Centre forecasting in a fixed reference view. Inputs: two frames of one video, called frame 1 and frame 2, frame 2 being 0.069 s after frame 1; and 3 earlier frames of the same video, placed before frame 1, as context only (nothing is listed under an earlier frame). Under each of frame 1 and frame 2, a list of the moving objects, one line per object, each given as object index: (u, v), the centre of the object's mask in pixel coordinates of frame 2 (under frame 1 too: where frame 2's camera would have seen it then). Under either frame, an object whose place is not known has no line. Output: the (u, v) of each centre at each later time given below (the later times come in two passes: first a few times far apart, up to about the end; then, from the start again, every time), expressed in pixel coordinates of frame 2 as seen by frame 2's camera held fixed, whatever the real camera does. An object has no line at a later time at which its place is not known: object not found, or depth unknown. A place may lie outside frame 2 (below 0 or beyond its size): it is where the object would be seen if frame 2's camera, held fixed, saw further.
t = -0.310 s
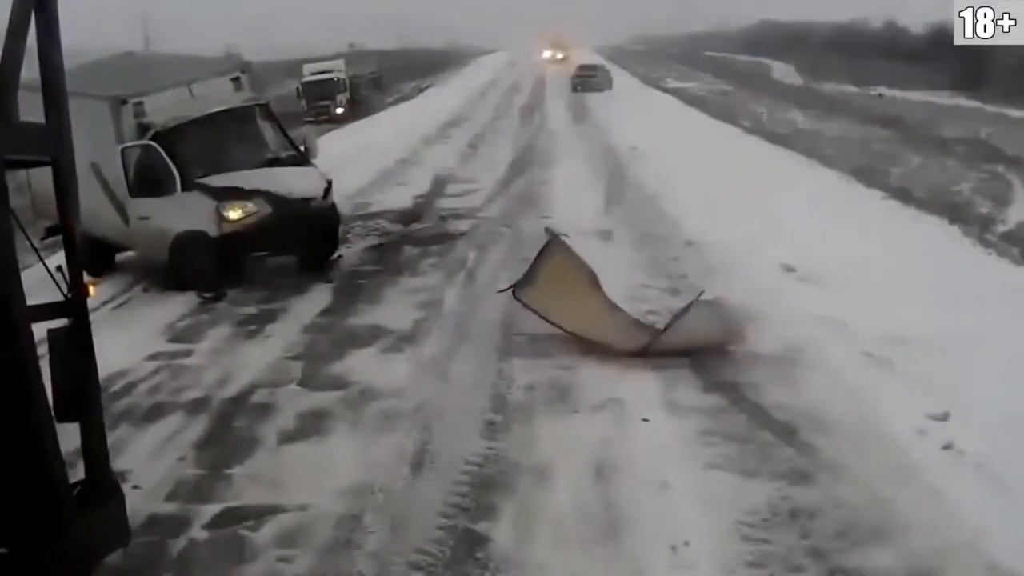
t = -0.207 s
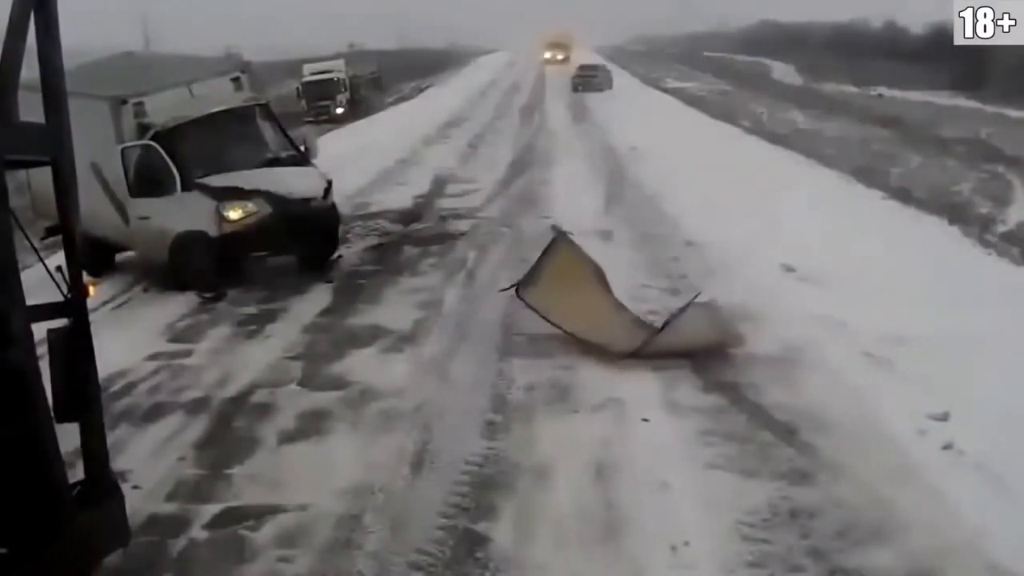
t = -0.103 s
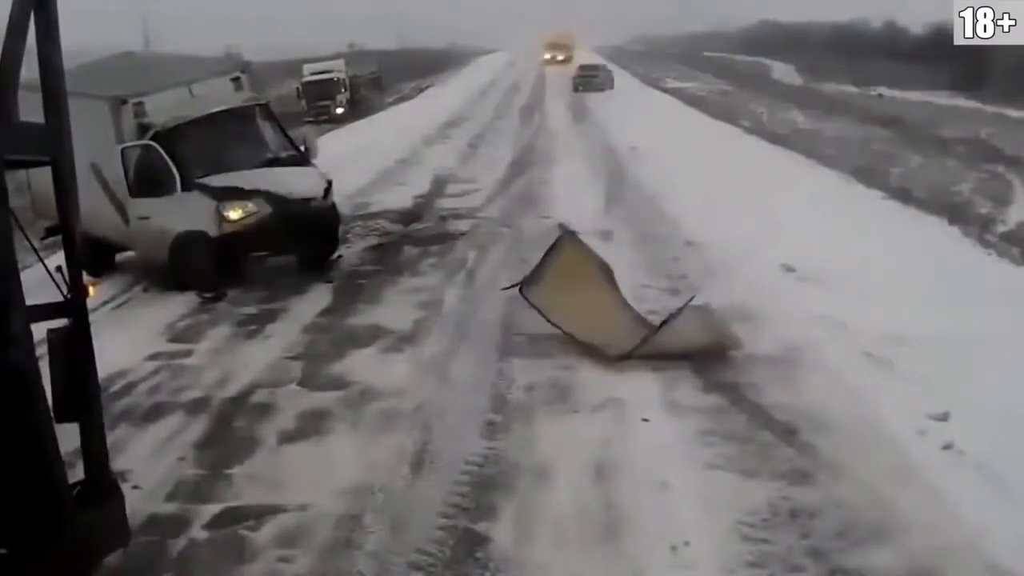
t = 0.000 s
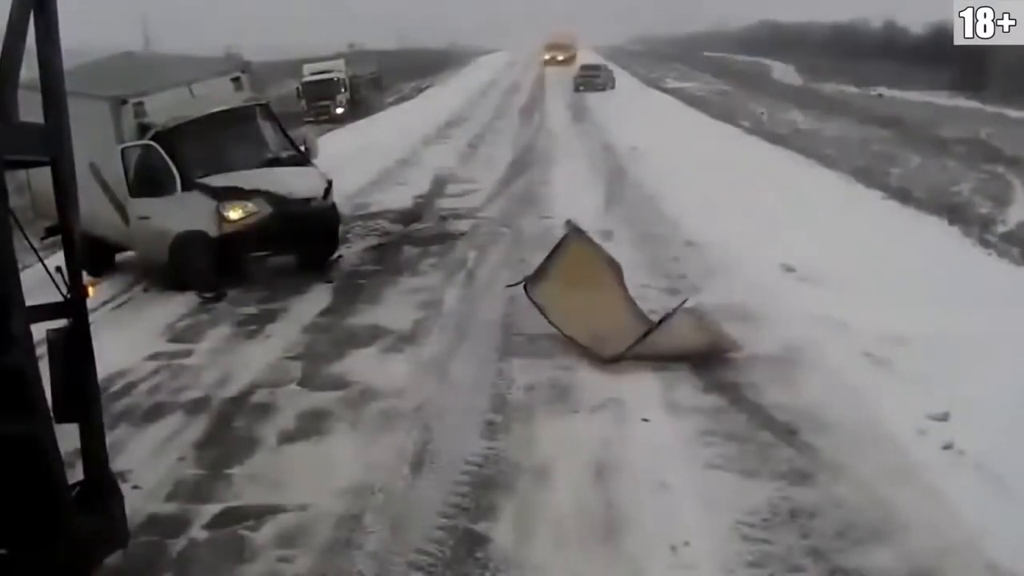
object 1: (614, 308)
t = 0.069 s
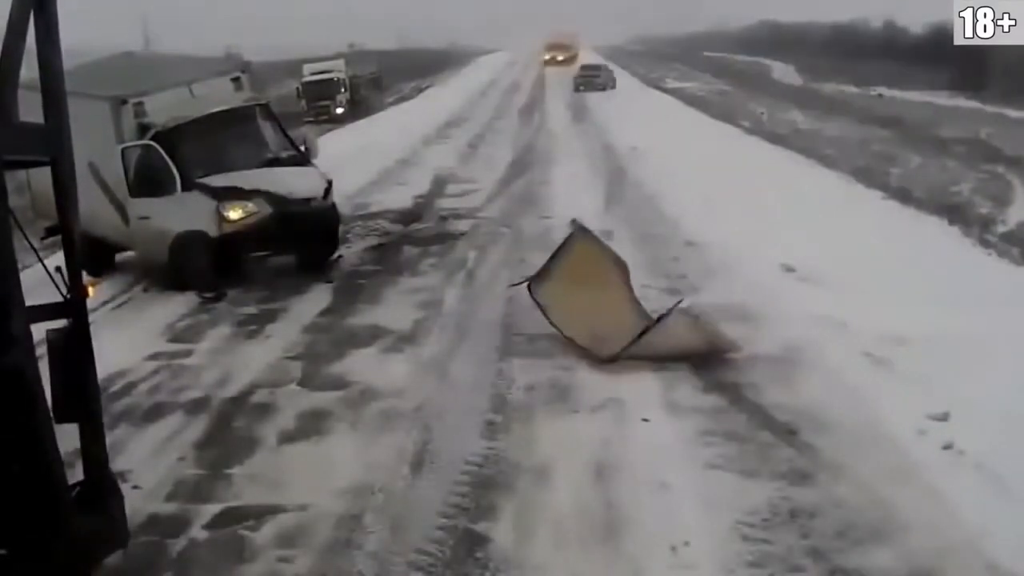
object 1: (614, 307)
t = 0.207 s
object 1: (619, 308)
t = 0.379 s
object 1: (626, 307)
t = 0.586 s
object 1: (639, 308)
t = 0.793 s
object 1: (656, 311)
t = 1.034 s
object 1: (670, 315)
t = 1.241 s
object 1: (679, 320)
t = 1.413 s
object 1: (684, 323)
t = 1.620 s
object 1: (681, 326)
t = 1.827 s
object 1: (671, 326)
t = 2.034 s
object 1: (662, 325)
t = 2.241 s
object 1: (657, 325)
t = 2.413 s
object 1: (667, 324)
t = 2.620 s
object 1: (678, 323)
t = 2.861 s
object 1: (691, 324)
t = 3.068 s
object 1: (709, 326)
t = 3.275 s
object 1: (727, 330)
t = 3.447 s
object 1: (744, 334)
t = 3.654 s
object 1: (759, 338)
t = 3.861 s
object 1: (769, 343)
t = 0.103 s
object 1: (615, 307)
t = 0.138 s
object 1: (617, 307)
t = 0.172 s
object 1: (618, 308)
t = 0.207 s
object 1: (619, 308)
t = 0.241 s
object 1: (621, 308)
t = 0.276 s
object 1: (622, 307)
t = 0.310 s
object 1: (624, 307)
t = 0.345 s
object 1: (625, 307)
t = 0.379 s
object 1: (626, 307)
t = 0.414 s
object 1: (628, 307)
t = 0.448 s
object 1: (631, 308)
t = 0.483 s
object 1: (633, 308)
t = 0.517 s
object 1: (635, 308)
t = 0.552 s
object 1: (637, 308)
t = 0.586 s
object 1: (639, 308)
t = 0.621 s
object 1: (642, 309)
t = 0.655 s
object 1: (645, 309)
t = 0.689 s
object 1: (648, 310)
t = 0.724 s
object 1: (651, 310)
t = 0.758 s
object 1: (654, 311)
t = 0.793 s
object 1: (656, 311)
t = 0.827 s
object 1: (658, 311)
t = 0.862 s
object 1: (660, 312)
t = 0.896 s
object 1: (662, 312)
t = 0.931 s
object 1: (664, 313)
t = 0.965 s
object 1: (666, 314)
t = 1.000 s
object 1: (668, 314)
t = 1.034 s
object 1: (670, 315)
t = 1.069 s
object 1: (671, 316)
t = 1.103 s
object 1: (672, 316)
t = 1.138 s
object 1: (674, 317)
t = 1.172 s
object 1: (677, 319)
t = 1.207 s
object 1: (678, 319)
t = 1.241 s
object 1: (679, 320)
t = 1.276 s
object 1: (680, 321)
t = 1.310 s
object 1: (683, 321)
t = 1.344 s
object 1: (684, 322)
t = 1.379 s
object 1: (679, 322)
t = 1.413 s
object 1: (684, 323)
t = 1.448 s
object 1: (684, 324)
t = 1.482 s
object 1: (683, 325)
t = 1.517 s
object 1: (682, 325)
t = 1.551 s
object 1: (681, 325)
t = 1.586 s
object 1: (682, 326)
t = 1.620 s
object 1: (681, 326)
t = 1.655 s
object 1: (679, 326)
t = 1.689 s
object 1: (678, 326)
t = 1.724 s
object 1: (677, 326)
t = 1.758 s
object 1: (674, 326)
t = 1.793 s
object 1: (673, 326)
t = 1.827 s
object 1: (671, 326)
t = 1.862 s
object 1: (669, 325)
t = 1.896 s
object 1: (668, 325)
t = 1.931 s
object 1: (667, 325)
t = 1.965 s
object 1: (665, 325)
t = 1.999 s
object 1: (664, 325)
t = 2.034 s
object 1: (662, 325)
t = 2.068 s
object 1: (660, 325)
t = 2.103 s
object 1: (659, 325)
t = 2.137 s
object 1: (659, 325)
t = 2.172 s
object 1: (658, 325)
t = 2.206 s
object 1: (657, 325)
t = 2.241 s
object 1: (657, 325)
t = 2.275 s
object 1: (659, 324)
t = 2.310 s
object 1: (661, 324)
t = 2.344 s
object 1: (663, 324)
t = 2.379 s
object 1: (665, 324)
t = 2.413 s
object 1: (667, 324)
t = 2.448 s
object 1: (669, 323)
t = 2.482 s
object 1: (670, 323)
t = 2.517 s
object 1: (672, 323)
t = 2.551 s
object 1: (674, 323)
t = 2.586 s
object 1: (677, 323)
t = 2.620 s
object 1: (678, 323)
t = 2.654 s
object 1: (681, 323)
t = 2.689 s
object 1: (683, 322)
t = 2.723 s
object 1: (685, 322)
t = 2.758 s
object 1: (687, 323)
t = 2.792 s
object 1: (690, 323)
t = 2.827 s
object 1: (688, 324)
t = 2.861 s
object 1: (691, 324)
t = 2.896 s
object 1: (694, 325)
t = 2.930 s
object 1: (697, 325)
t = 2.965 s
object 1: (702, 326)
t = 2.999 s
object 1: (705, 326)
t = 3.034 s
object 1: (707, 326)
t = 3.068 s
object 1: (709, 326)
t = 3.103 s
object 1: (711, 327)
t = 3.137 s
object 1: (715, 328)
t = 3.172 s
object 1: (718, 328)
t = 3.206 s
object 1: (720, 329)
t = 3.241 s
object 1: (725, 330)
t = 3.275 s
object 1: (727, 330)
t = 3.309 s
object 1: (730, 331)
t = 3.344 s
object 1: (733, 331)
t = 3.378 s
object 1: (737, 332)
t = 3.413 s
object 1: (740, 333)
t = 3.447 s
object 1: (744, 334)
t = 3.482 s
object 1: (746, 335)
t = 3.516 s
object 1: (749, 335)
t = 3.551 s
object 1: (752, 336)
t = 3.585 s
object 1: (755, 337)
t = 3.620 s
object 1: (757, 338)
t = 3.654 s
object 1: (759, 338)
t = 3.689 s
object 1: (761, 339)
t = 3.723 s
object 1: (763, 340)
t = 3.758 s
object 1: (765, 341)
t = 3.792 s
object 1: (766, 342)
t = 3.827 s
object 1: (768, 343)
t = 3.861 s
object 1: (769, 343)
